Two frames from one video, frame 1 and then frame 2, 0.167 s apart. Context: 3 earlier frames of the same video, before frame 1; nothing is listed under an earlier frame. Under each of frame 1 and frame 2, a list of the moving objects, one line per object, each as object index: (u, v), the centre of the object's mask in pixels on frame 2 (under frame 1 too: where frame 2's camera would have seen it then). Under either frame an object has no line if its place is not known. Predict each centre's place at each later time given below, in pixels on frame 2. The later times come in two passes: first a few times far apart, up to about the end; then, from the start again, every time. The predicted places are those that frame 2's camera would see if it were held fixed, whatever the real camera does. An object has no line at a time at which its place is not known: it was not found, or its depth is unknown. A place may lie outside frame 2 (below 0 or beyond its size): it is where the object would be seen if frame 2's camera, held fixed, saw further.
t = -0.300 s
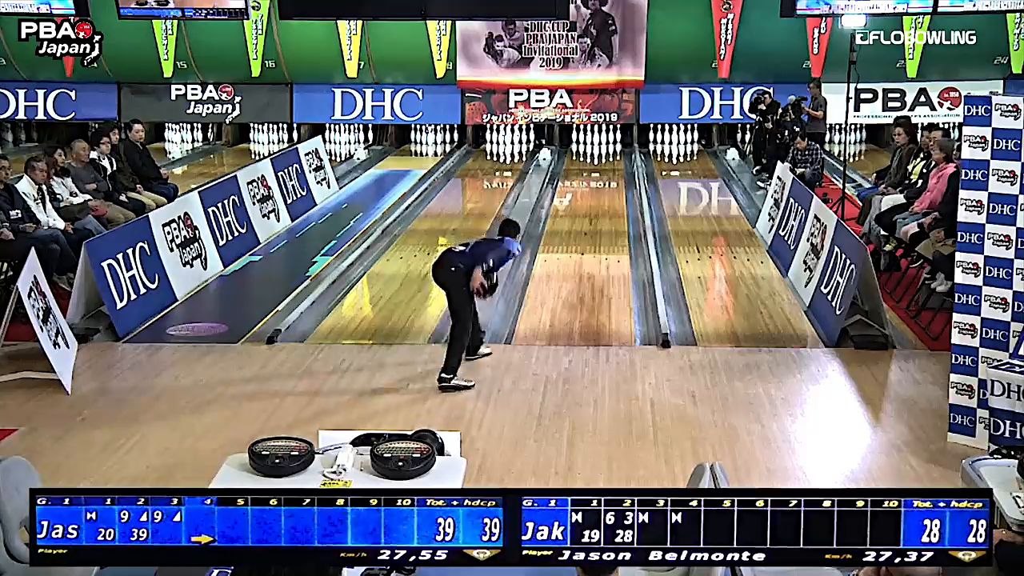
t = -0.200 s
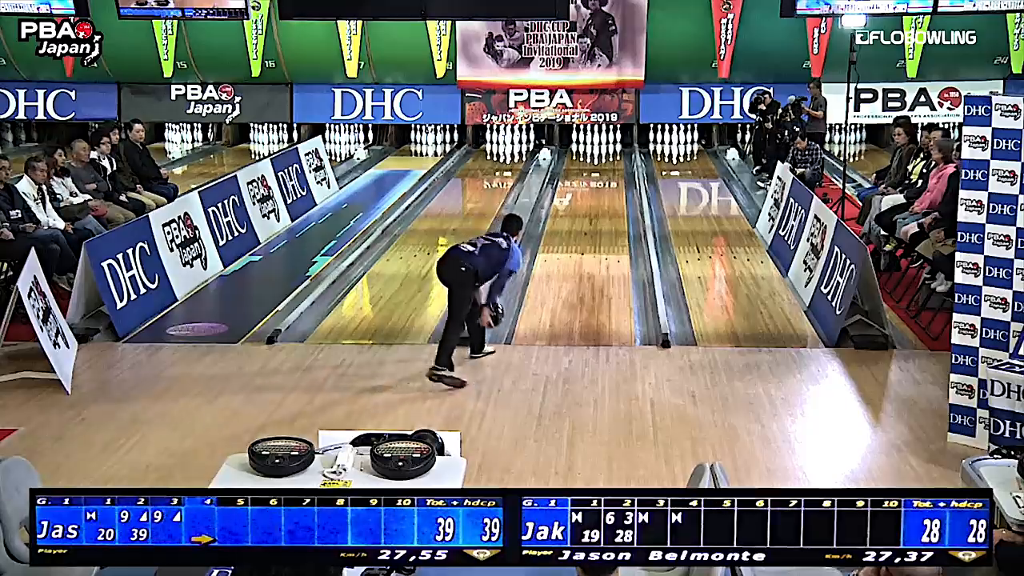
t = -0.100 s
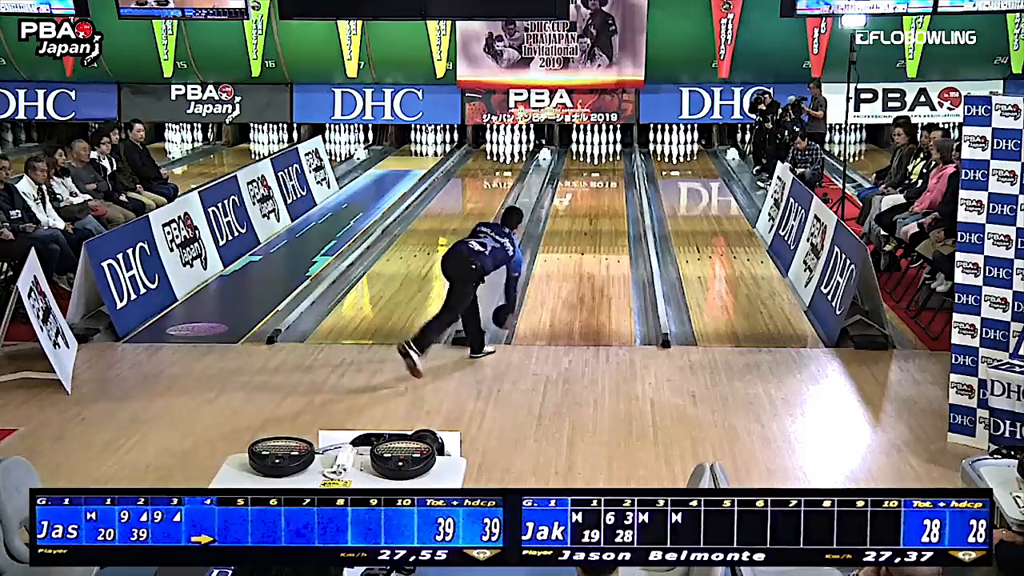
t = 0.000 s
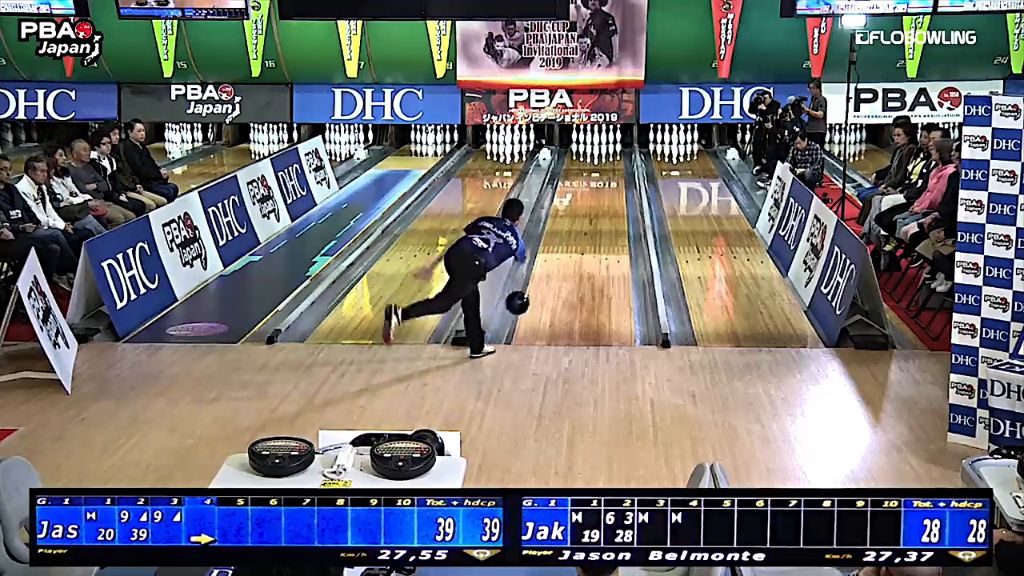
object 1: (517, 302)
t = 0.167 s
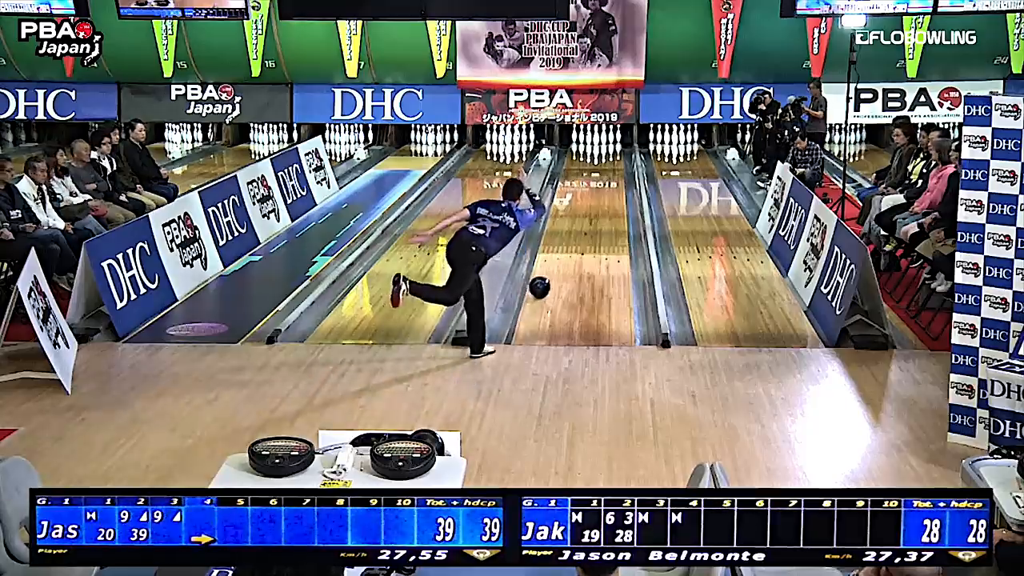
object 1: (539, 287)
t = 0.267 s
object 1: (549, 273)
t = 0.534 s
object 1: (569, 244)
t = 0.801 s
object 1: (584, 221)
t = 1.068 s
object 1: (596, 202)
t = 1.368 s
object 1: (605, 183)
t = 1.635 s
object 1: (610, 170)
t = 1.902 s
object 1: (613, 159)
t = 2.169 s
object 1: (611, 150)
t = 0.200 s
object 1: (543, 282)
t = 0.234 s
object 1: (546, 278)
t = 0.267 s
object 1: (549, 273)
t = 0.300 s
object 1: (552, 270)
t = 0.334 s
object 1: (554, 266)
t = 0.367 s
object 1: (557, 262)
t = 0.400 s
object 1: (559, 258)
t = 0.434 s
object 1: (562, 254)
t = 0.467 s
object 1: (564, 251)
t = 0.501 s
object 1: (567, 247)
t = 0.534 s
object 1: (569, 244)
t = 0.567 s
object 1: (571, 241)
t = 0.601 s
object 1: (573, 238)
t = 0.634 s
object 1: (575, 235)
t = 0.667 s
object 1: (577, 233)
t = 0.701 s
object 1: (579, 230)
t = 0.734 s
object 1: (581, 227)
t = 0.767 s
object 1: (583, 224)
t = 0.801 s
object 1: (584, 221)
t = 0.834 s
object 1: (586, 218)
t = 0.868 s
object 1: (588, 216)
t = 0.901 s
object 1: (589, 214)
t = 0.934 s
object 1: (591, 211)
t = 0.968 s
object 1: (592, 209)
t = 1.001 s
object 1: (593, 207)
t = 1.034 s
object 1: (595, 204)
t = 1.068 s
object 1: (596, 202)
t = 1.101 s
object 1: (597, 199)
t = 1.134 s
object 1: (598, 197)
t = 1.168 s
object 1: (599, 195)
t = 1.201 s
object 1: (600, 193)
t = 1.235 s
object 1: (601, 191)
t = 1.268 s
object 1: (602, 189)
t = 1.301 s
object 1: (603, 187)
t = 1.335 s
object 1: (604, 185)
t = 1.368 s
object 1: (605, 183)
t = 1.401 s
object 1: (606, 182)
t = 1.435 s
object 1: (606, 180)
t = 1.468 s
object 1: (607, 179)
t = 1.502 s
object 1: (608, 177)
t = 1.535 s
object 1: (609, 175)
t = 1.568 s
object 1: (609, 173)
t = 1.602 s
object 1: (610, 172)
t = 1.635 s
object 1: (610, 170)
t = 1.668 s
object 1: (611, 169)
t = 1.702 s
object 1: (611, 167)
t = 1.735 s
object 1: (612, 166)
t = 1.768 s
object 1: (612, 164)
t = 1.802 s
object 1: (613, 163)
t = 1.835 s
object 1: (613, 161)
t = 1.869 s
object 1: (613, 160)
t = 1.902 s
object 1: (613, 159)
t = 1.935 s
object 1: (613, 157)
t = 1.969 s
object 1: (613, 156)
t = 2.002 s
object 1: (613, 155)
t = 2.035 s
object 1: (613, 154)
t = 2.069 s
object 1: (612, 153)
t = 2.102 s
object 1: (612, 151)
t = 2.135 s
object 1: (612, 151)
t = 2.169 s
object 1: (611, 150)
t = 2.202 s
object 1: (611, 149)
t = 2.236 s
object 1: (609, 147)
